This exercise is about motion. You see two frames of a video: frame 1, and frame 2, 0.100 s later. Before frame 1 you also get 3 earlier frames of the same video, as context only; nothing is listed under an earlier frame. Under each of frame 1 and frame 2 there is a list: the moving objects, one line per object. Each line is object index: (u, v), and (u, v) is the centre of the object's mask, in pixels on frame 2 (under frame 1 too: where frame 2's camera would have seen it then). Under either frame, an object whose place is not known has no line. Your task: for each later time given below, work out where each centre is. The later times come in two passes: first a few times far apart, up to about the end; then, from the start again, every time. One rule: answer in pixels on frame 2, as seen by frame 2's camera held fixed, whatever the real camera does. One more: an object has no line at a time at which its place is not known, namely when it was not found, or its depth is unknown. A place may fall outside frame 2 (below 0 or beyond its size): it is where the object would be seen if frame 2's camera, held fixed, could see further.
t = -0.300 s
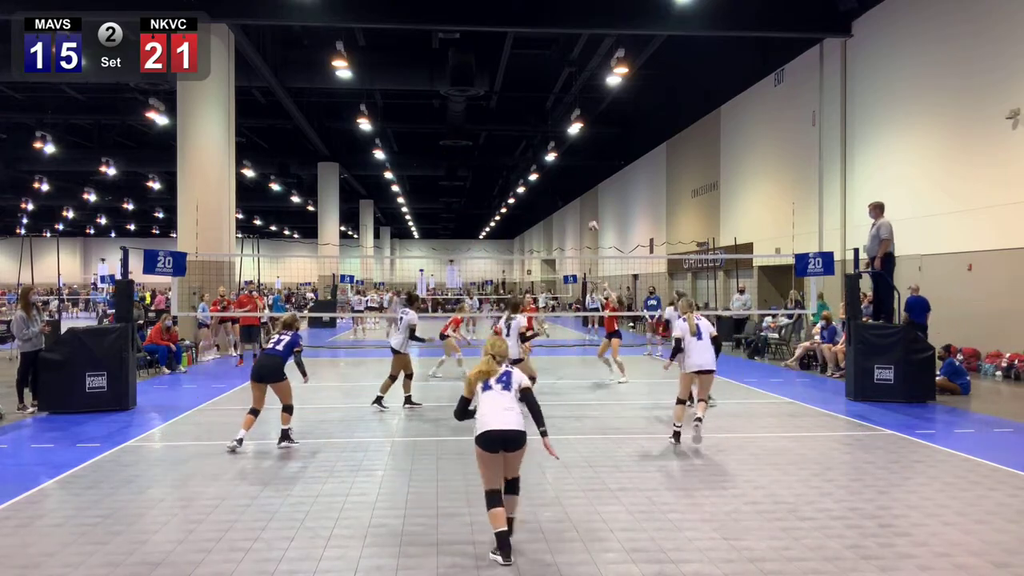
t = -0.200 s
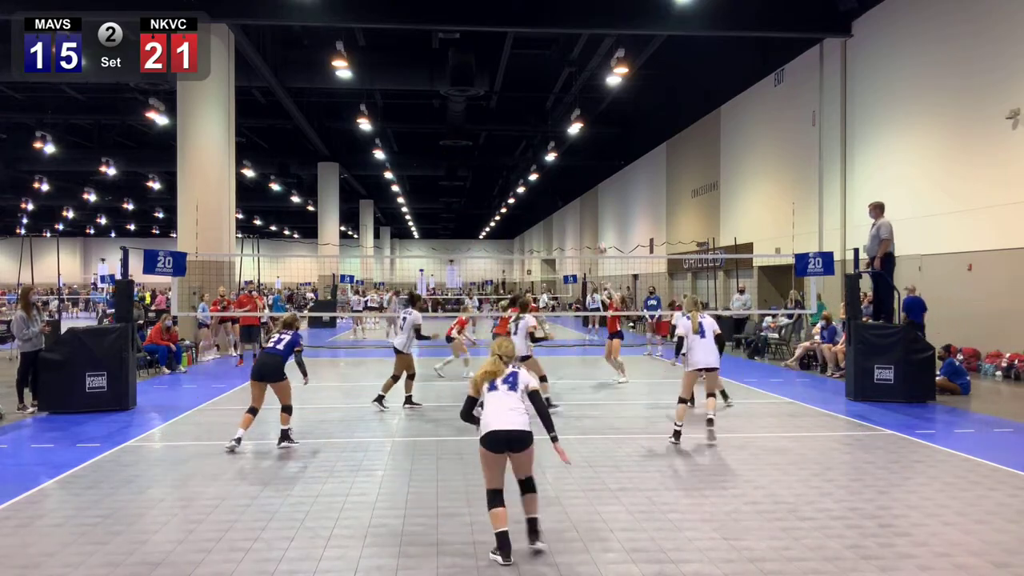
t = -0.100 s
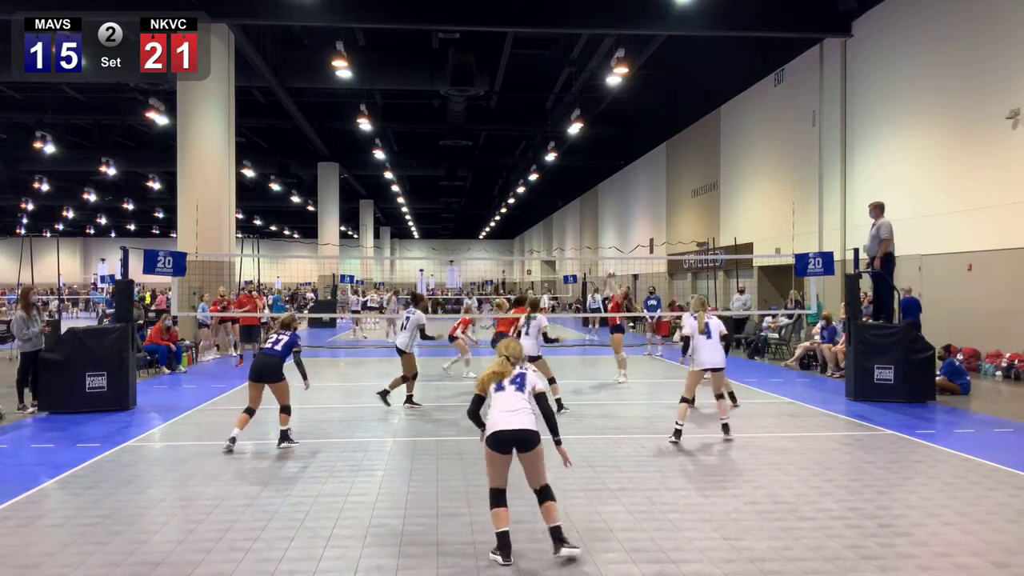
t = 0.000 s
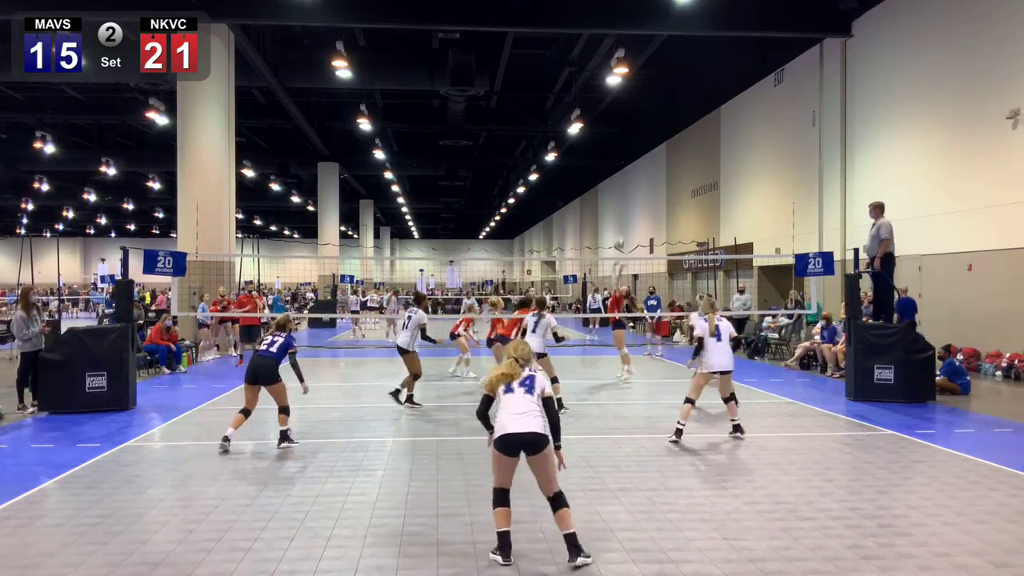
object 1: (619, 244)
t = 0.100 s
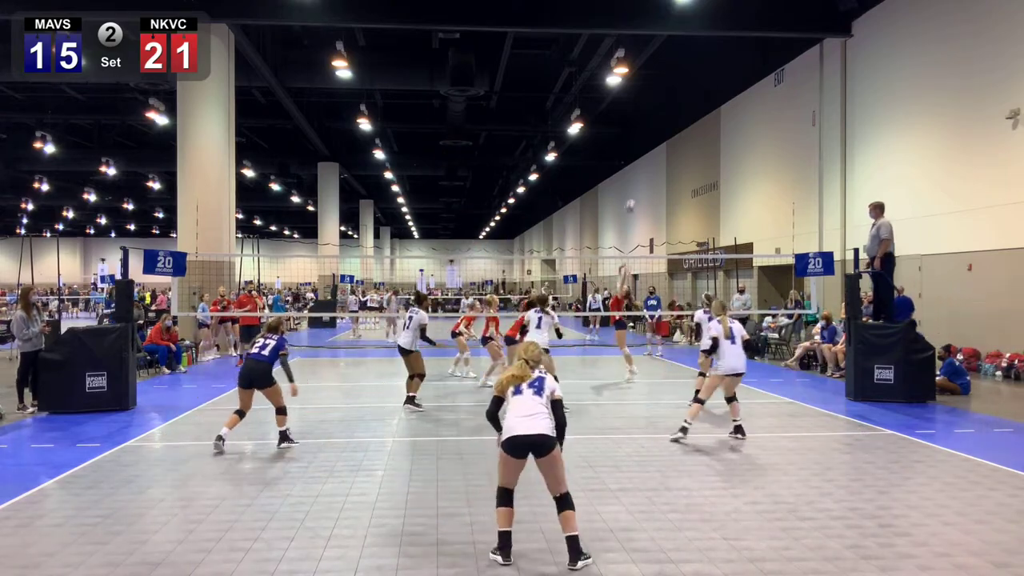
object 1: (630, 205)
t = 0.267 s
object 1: (648, 156)
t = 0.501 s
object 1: (672, 115)
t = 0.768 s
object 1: (701, 102)
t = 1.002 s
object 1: (727, 122)
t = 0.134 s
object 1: (634, 194)
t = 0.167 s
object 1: (638, 184)
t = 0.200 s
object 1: (641, 174)
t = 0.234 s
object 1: (645, 165)
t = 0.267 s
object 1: (648, 156)
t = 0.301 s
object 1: (651, 149)
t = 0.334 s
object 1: (655, 142)
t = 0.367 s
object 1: (658, 136)
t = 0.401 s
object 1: (662, 130)
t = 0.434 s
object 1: (666, 124)
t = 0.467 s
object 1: (669, 119)
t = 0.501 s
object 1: (672, 115)
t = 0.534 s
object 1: (676, 112)
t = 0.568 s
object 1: (680, 108)
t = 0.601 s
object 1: (684, 106)
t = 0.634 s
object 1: (687, 104)
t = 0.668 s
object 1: (691, 102)
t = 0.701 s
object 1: (694, 102)
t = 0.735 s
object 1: (698, 102)
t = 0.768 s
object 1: (701, 102)
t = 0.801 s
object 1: (705, 103)
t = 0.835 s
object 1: (709, 105)
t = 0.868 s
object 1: (712, 107)
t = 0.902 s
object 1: (716, 110)
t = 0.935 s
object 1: (719, 113)
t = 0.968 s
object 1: (723, 116)
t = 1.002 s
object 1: (727, 122)
